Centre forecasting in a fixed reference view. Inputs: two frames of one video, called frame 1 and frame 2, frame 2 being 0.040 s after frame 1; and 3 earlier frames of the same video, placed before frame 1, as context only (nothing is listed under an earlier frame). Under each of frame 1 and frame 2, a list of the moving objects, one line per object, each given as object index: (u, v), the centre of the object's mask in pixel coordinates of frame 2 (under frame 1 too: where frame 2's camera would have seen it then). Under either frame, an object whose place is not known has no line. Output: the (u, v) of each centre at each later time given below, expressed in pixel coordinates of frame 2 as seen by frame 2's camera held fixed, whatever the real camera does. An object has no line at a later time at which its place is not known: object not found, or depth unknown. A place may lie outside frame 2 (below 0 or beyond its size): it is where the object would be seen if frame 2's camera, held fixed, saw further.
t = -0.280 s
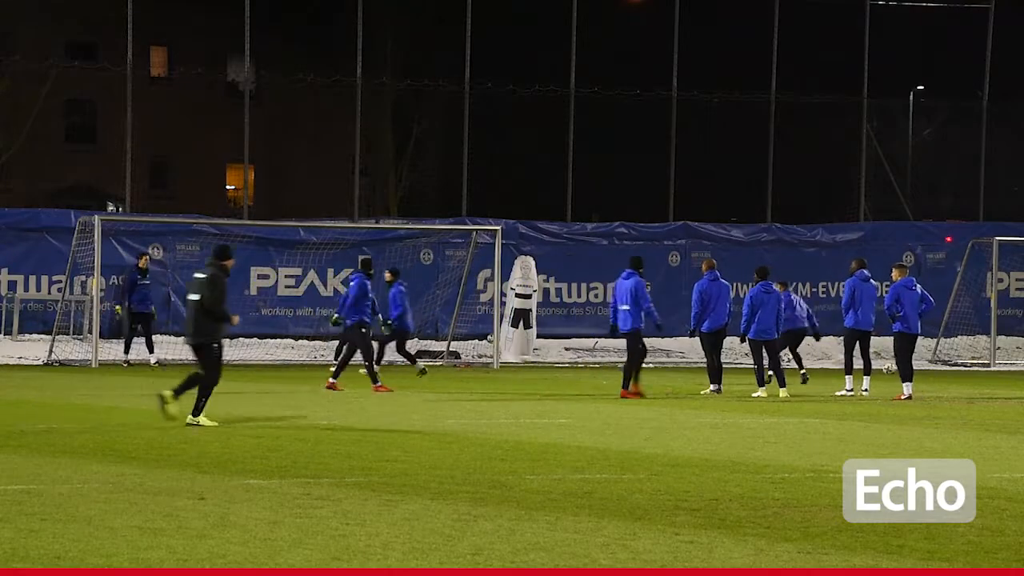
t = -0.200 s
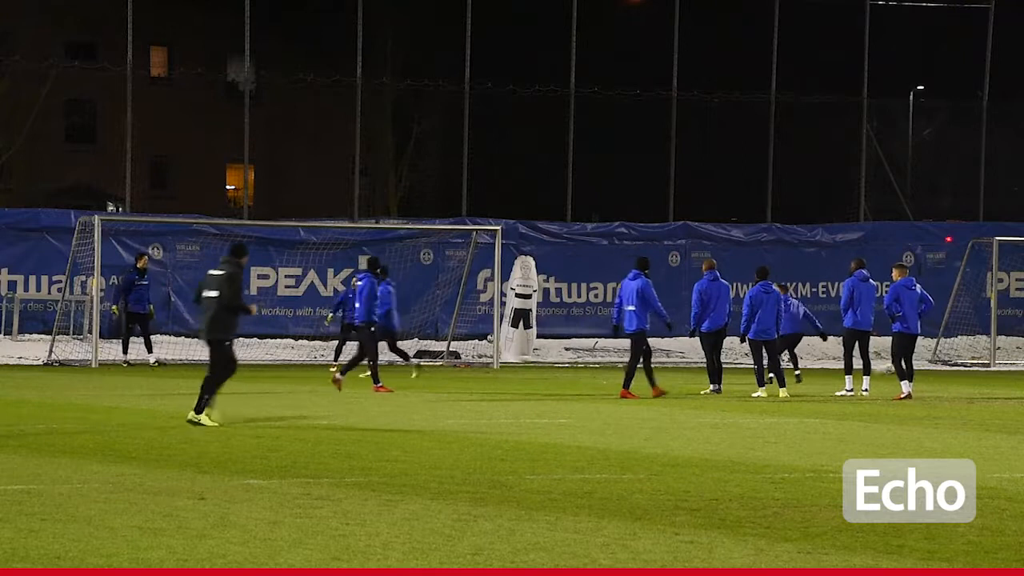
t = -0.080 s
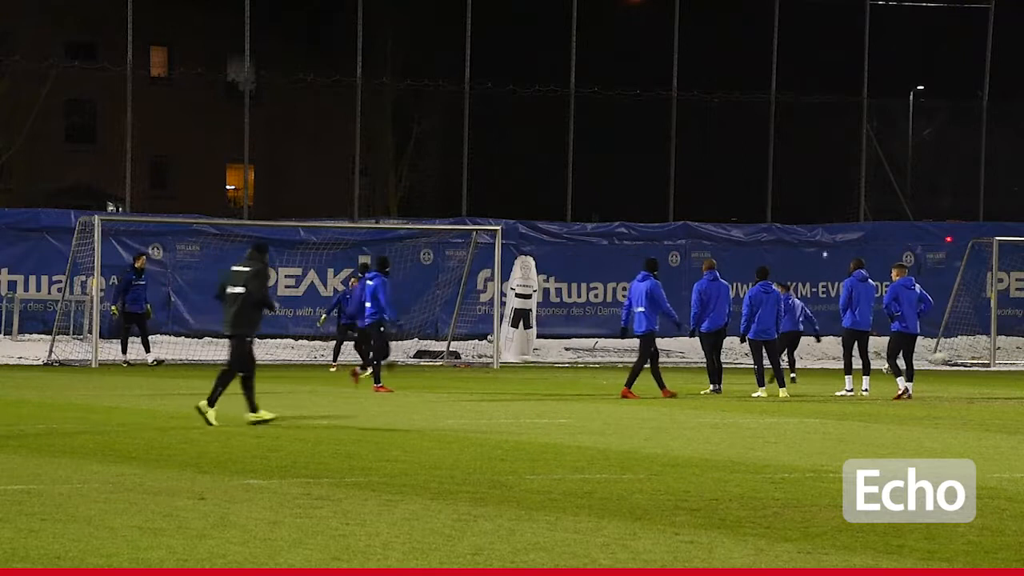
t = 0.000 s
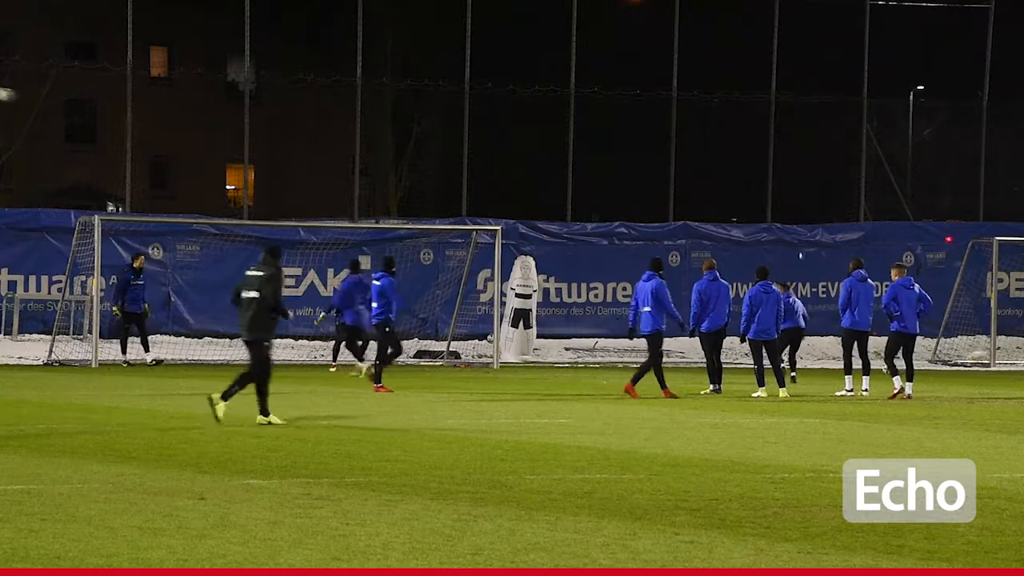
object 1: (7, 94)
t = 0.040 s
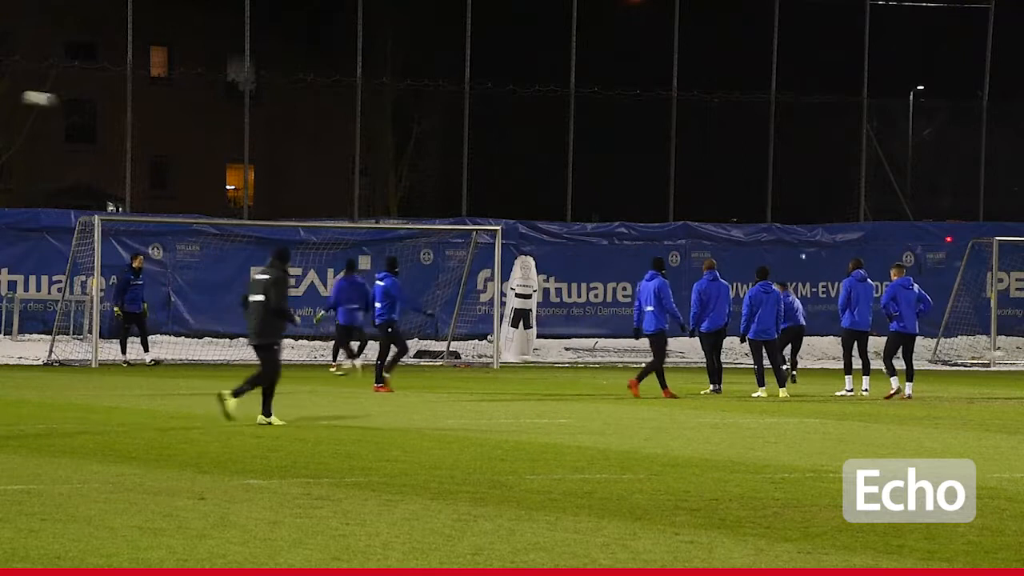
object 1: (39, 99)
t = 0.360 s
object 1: (329, 161)
